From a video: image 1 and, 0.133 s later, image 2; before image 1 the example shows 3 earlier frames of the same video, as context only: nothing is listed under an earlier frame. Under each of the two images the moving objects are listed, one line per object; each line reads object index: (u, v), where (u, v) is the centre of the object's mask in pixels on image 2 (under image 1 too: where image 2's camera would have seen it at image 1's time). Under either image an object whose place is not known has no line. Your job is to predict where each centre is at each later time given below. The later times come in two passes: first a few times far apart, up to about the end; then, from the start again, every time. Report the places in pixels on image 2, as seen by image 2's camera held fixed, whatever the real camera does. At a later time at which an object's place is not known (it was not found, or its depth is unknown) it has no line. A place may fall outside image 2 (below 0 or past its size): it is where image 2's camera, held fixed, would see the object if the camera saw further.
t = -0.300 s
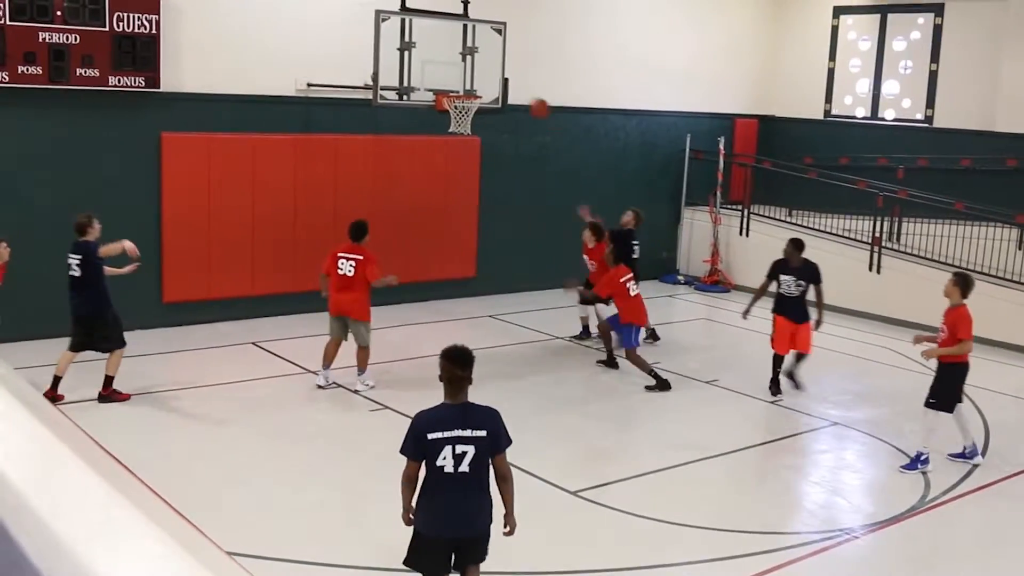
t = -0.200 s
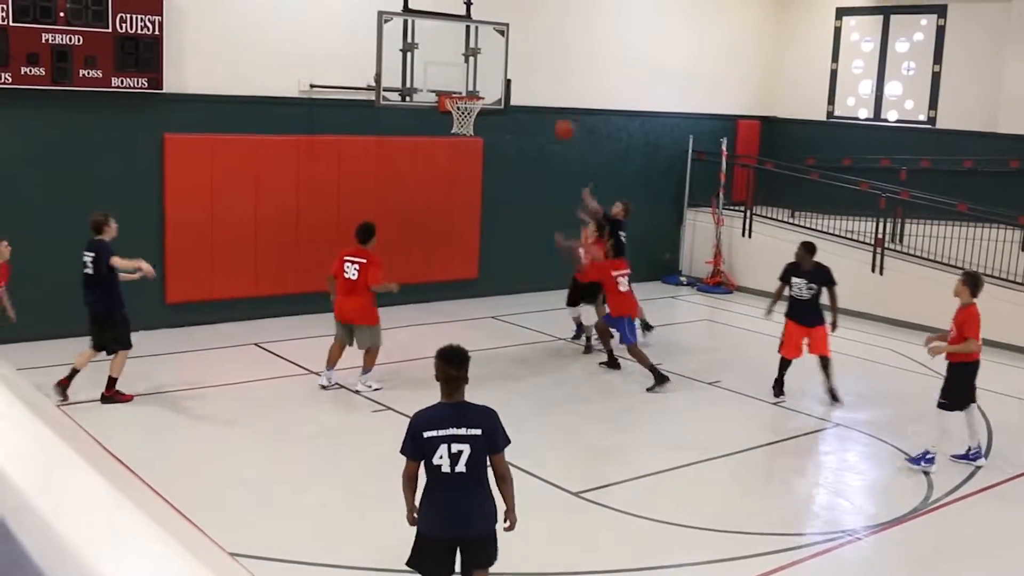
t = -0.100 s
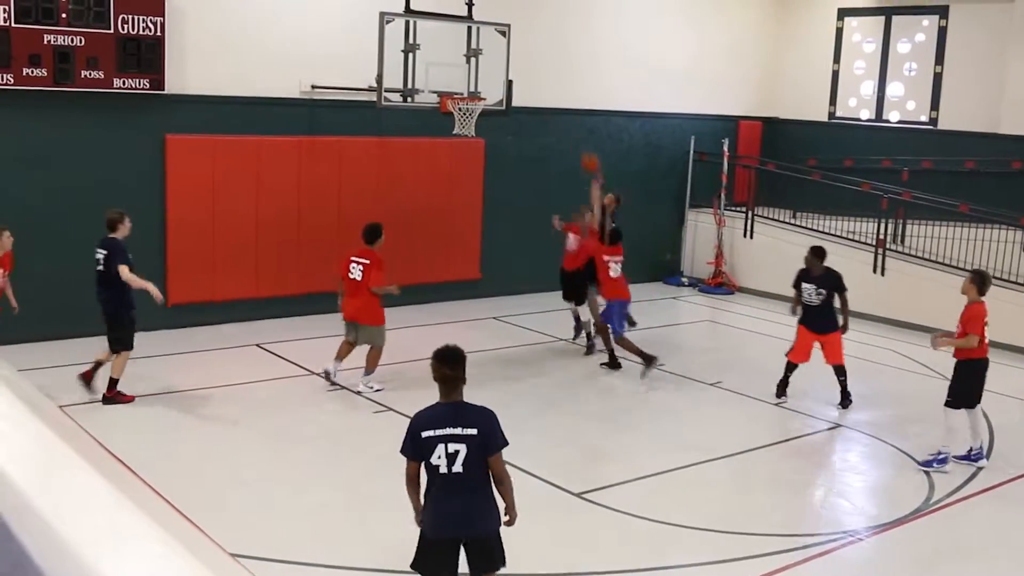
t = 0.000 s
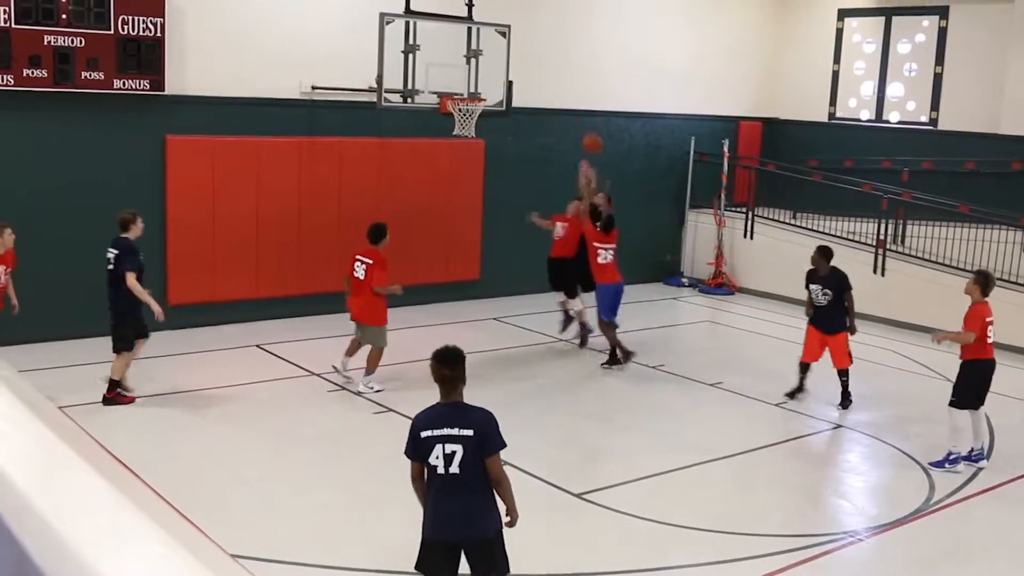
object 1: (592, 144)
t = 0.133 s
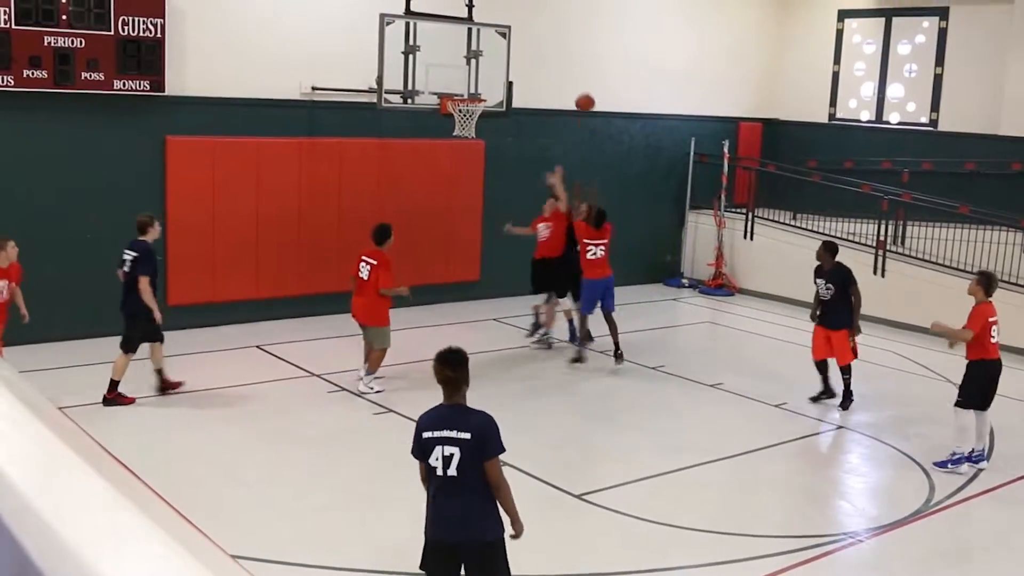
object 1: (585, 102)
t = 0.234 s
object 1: (579, 81)
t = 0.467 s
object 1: (564, 63)
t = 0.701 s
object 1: (547, 89)
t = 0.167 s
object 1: (583, 95)
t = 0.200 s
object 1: (581, 87)
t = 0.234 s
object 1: (579, 81)
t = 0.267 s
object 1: (577, 76)
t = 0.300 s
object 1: (575, 71)
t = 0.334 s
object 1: (573, 68)
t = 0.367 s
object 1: (570, 66)
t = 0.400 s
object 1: (568, 64)
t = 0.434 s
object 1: (566, 63)
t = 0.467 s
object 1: (564, 63)
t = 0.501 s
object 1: (562, 64)
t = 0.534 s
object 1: (559, 66)
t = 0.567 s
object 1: (557, 69)
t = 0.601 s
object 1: (555, 73)
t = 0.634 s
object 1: (552, 77)
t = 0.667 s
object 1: (550, 83)
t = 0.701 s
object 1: (547, 89)
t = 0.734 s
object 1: (544, 96)
